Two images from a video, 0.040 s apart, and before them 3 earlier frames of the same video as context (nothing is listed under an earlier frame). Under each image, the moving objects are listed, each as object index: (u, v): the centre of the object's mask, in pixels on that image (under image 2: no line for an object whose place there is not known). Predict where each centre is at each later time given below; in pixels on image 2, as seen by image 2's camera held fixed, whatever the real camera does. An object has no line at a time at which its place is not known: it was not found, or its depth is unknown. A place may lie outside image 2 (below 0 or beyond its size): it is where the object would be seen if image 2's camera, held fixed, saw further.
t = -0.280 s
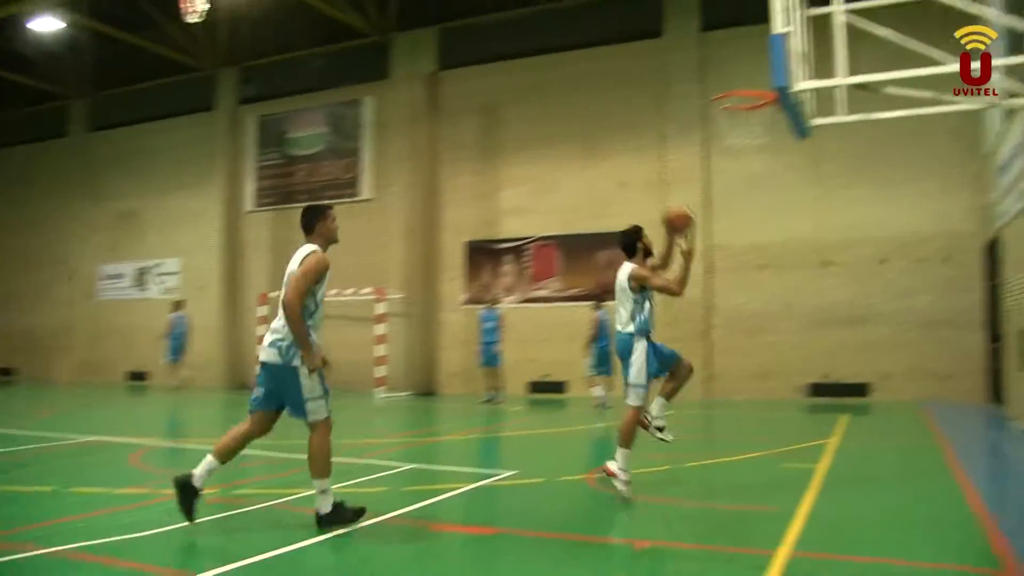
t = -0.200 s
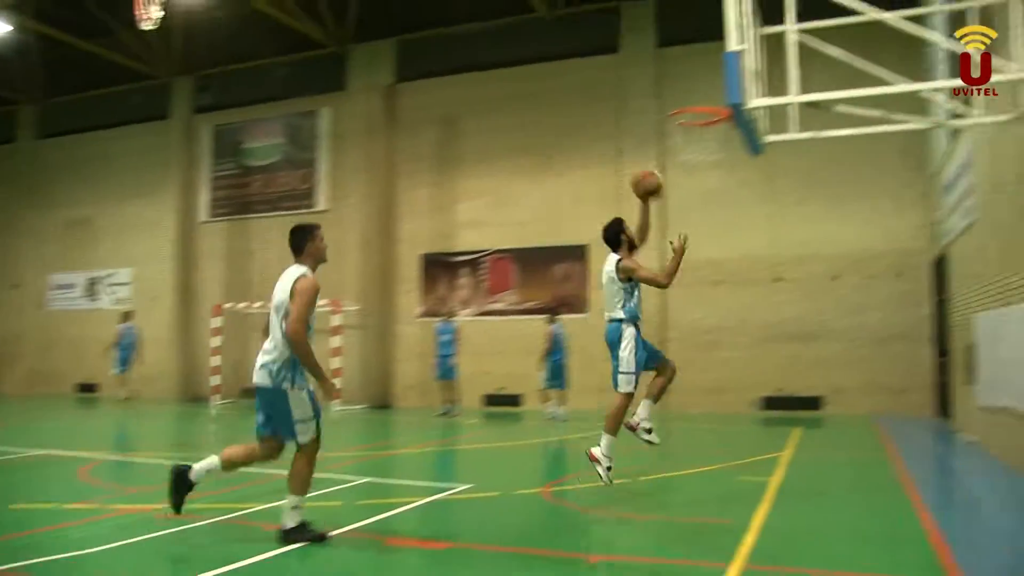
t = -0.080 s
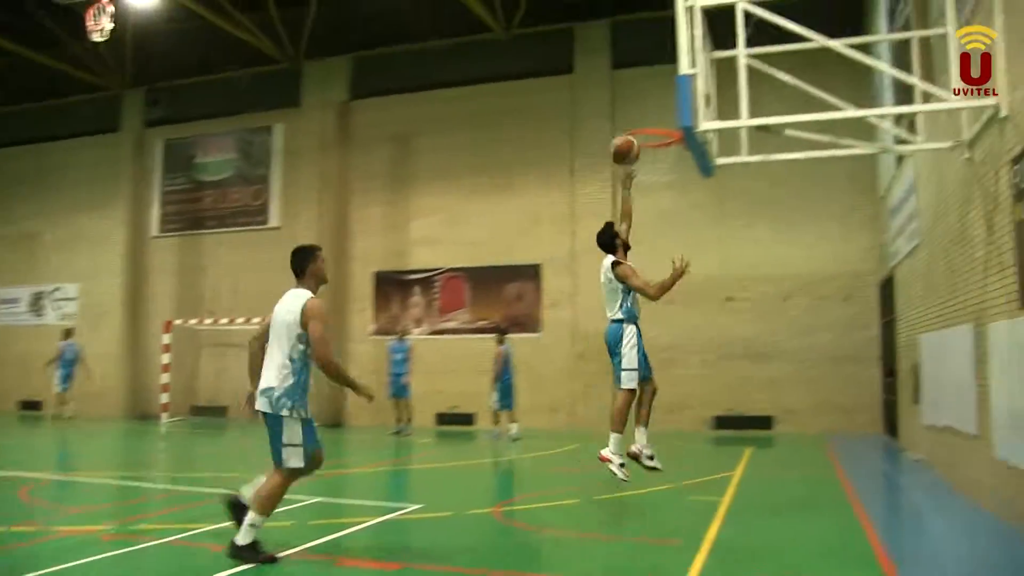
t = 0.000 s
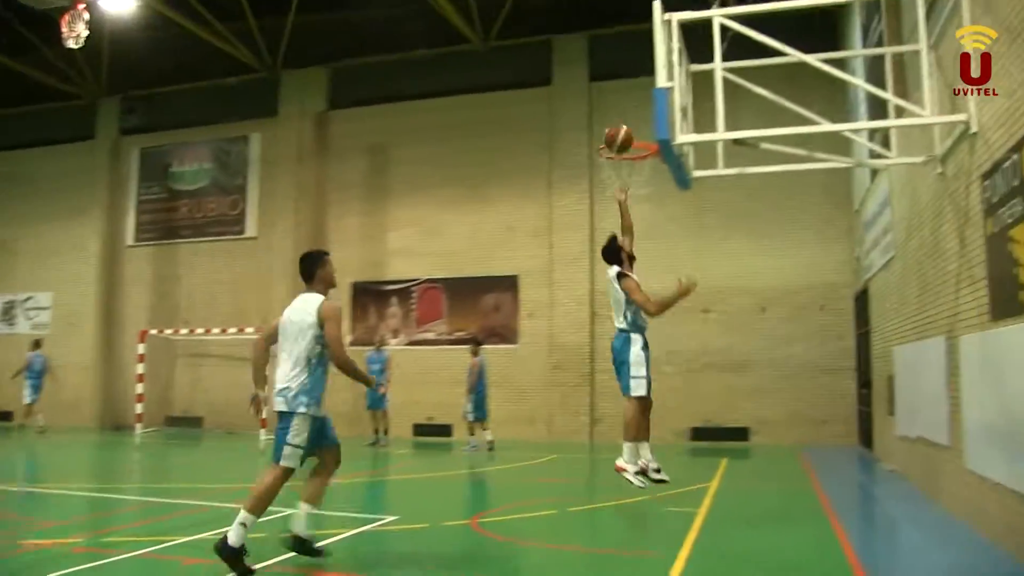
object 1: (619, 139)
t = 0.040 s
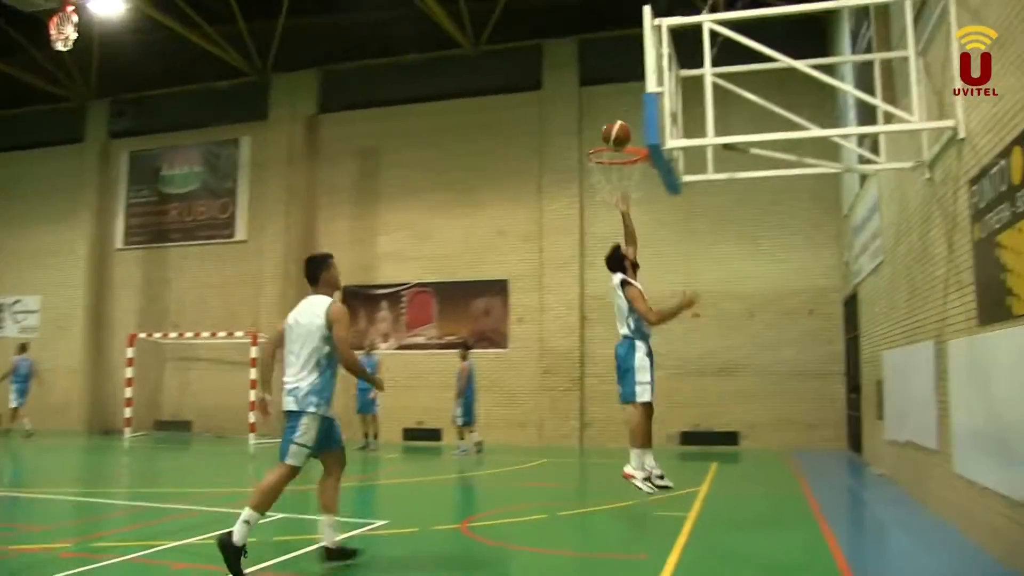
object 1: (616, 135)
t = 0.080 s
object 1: (623, 129)
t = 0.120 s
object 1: (630, 124)
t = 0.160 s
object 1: (634, 121)
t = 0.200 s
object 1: (634, 122)
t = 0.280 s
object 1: (628, 129)
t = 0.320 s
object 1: (624, 134)
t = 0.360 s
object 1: (619, 141)
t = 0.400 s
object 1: (615, 155)
